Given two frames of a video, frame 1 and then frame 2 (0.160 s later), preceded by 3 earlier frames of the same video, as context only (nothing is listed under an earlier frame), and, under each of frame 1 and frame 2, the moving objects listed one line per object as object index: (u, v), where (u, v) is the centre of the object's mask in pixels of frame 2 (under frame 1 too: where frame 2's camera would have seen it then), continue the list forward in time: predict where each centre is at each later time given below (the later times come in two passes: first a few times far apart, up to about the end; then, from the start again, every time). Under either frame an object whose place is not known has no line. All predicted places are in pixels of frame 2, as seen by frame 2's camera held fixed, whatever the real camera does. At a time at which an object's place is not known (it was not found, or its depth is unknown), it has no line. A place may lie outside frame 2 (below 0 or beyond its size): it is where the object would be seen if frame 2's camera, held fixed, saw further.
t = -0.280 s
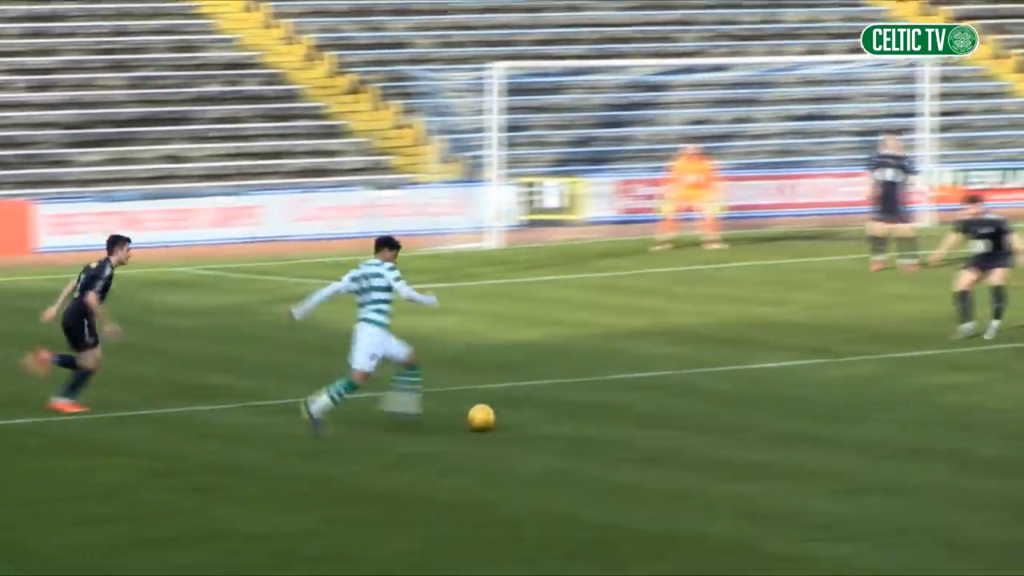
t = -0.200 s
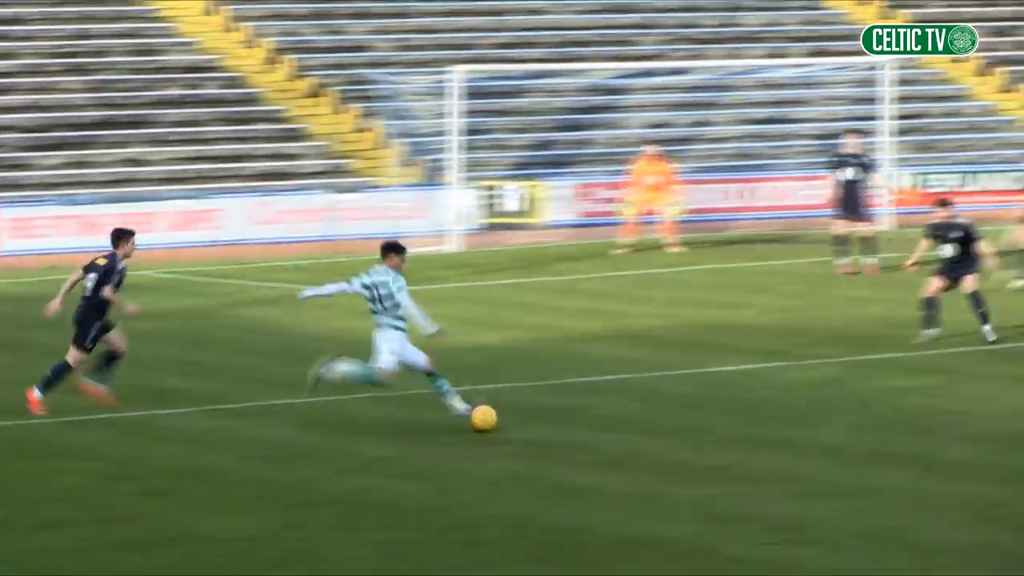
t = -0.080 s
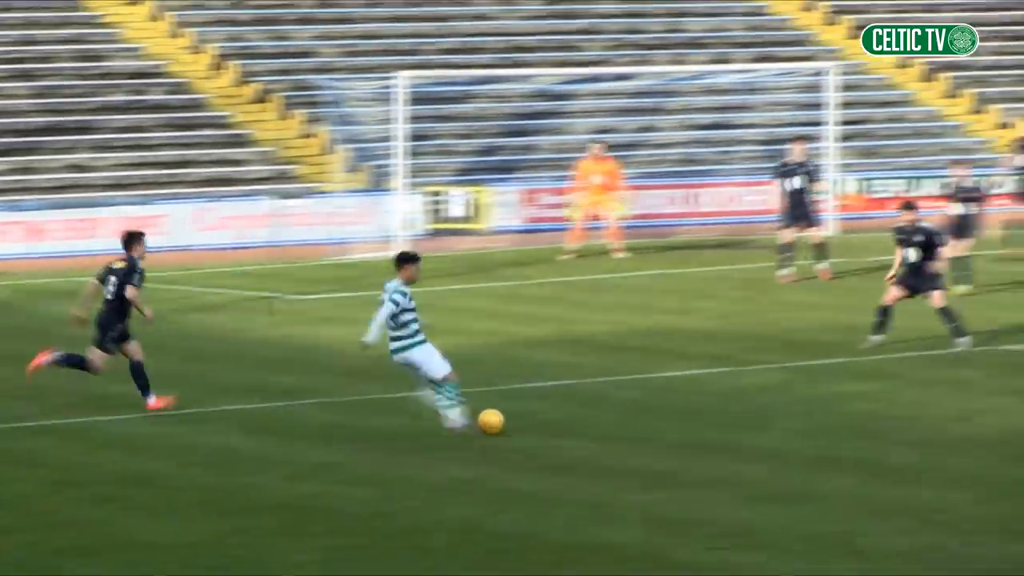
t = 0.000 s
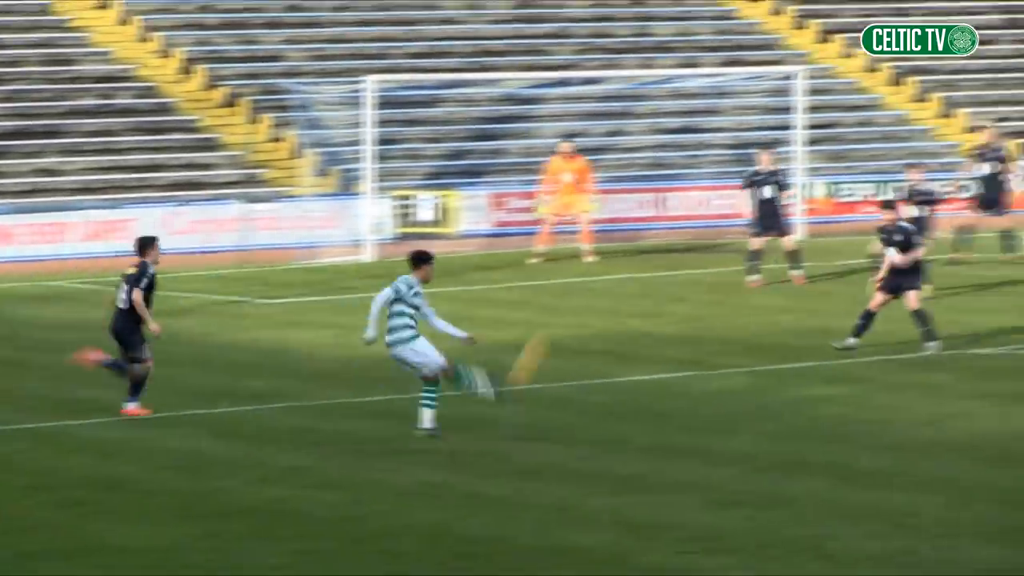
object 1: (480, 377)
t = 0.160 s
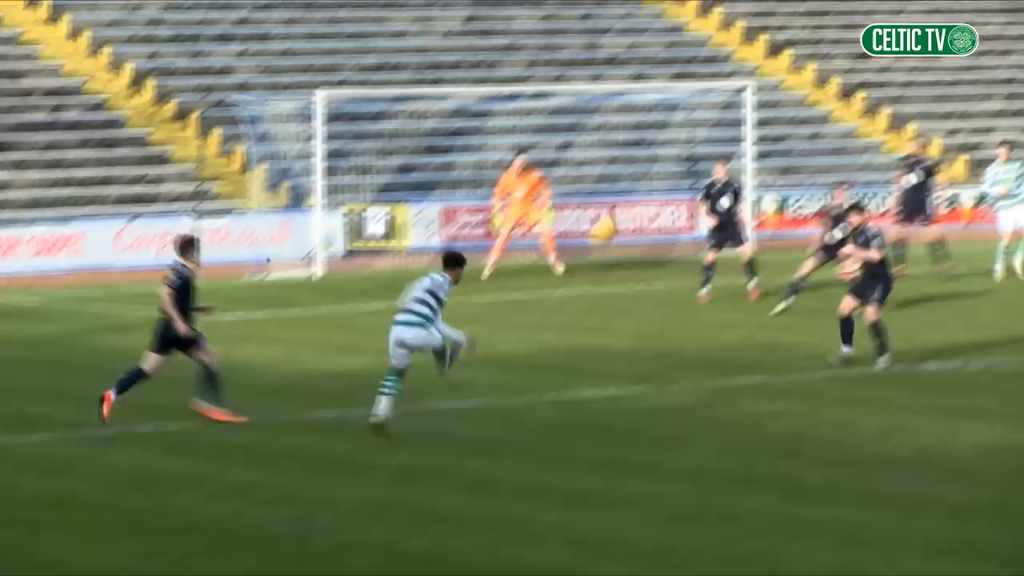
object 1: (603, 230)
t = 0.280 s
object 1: (665, 166)
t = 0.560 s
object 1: (738, 102)
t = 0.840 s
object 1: (756, 131)
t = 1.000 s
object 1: (751, 178)
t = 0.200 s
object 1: (627, 206)
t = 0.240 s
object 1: (647, 183)
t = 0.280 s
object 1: (665, 166)
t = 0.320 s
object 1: (682, 149)
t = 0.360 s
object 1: (695, 135)
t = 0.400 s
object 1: (707, 125)
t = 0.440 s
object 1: (716, 115)
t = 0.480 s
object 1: (726, 108)
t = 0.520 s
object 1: (732, 104)
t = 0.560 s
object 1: (738, 102)
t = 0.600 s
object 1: (744, 102)
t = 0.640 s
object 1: (748, 103)
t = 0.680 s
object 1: (751, 106)
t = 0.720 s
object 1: (754, 111)
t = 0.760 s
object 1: (755, 116)
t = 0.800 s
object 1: (757, 124)
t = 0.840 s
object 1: (756, 131)
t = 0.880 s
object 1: (756, 141)
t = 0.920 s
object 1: (754, 152)
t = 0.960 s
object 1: (753, 166)
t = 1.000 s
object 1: (751, 178)
